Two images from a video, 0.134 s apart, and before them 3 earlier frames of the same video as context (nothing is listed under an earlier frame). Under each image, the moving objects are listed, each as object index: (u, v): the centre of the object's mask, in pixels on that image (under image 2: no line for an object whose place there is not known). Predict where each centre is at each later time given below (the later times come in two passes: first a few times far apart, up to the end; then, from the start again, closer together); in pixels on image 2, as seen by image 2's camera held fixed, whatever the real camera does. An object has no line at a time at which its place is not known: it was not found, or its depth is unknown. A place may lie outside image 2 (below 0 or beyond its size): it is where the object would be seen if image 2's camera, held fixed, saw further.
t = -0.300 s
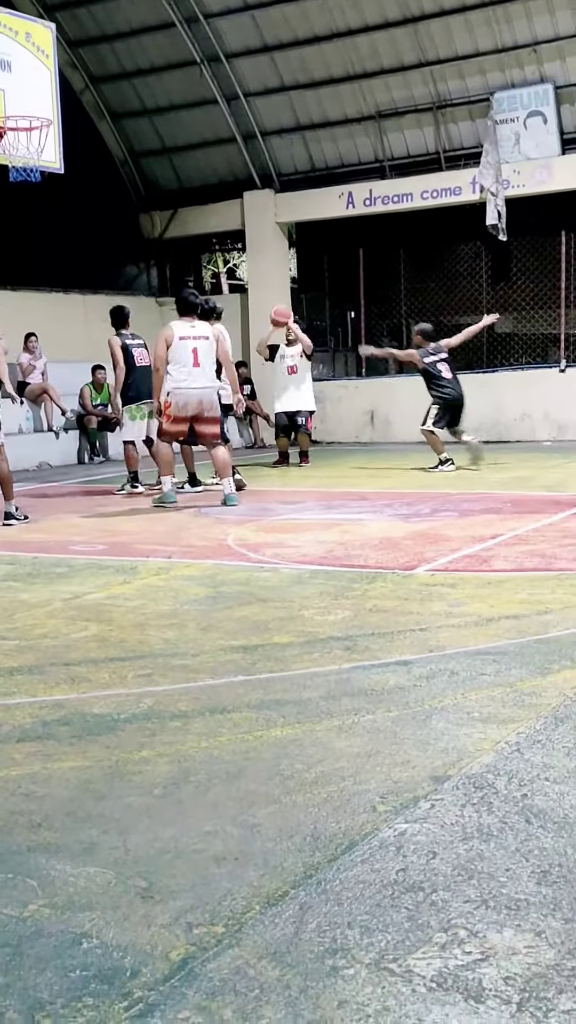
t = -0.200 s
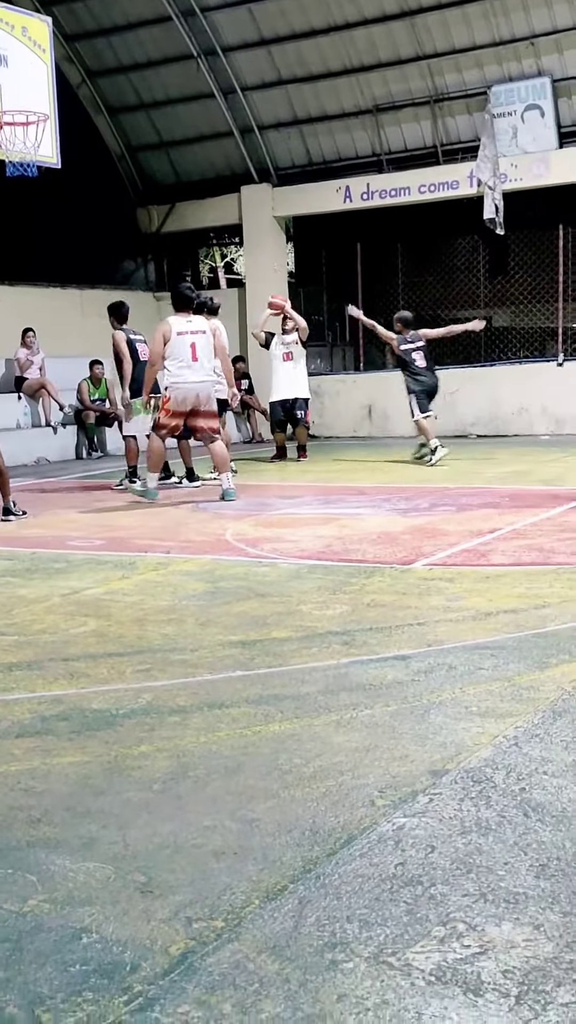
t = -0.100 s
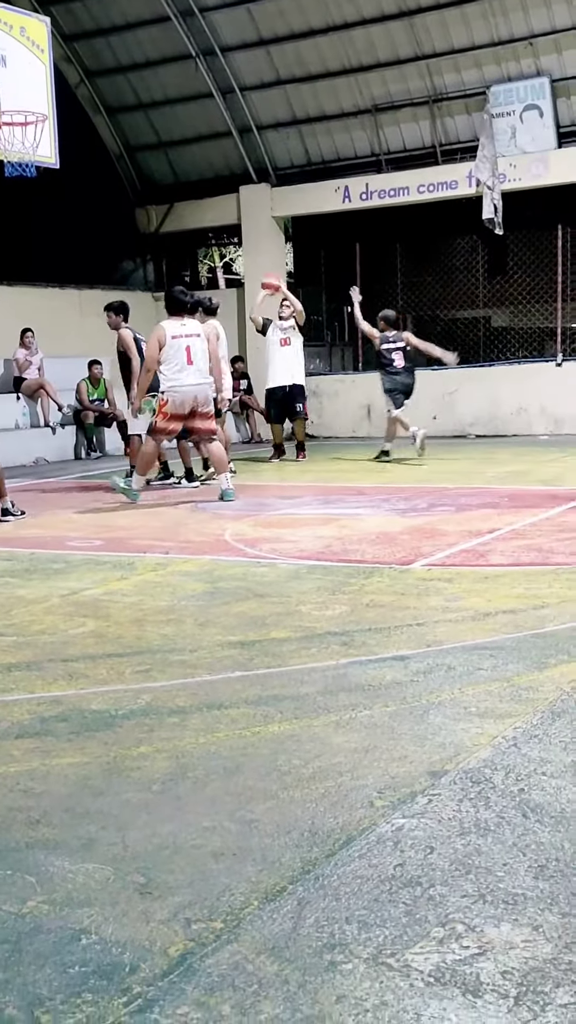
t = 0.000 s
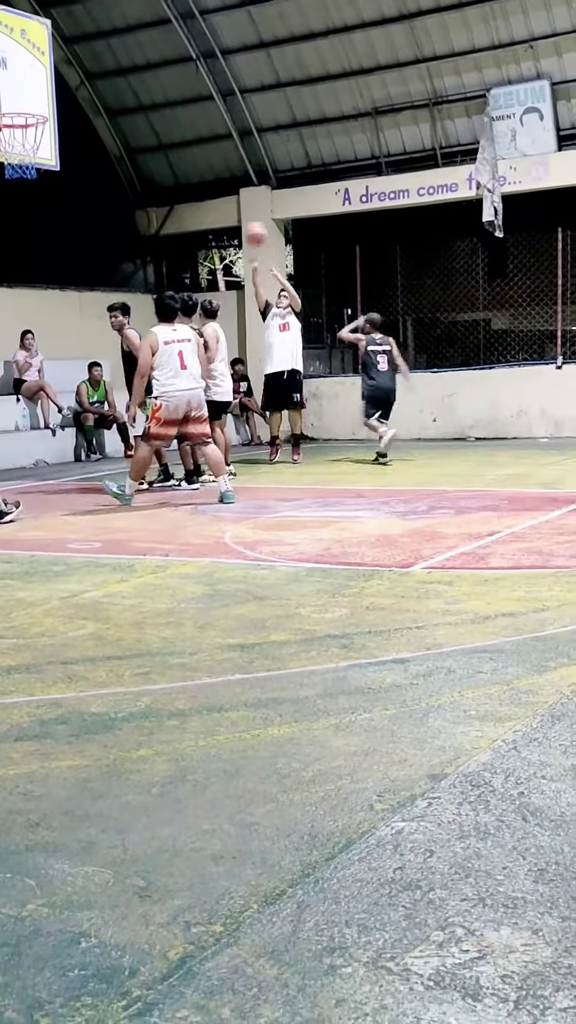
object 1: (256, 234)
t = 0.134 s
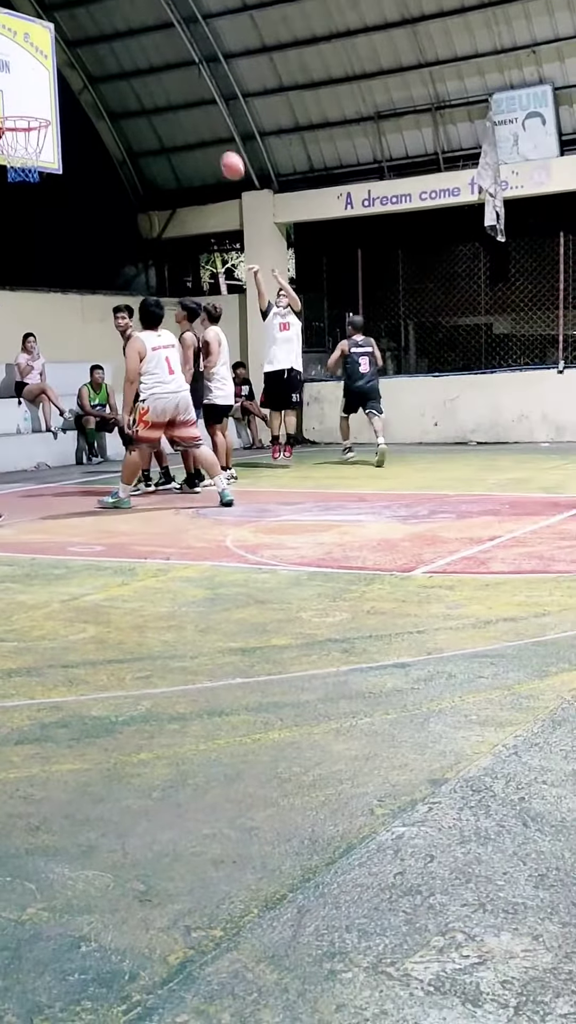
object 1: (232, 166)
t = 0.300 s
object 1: (198, 94)
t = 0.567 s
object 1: (139, 32)
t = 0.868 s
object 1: (68, 56)
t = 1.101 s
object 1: (13, 147)
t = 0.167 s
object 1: (226, 150)
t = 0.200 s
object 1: (219, 136)
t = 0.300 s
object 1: (198, 94)
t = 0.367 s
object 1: (183, 73)
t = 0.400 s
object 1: (176, 62)
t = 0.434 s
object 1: (168, 54)
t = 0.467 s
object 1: (161, 48)
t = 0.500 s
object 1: (154, 41)
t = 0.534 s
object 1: (147, 36)
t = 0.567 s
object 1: (139, 32)
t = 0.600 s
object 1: (131, 30)
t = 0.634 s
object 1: (123, 28)
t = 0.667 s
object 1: (115, 27)
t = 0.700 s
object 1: (107, 29)
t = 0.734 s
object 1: (99, 31)
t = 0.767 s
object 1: (91, 36)
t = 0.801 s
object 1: (83, 41)
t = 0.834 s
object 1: (74, 48)
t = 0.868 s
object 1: (68, 56)
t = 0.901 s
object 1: (60, 65)
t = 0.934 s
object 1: (53, 77)
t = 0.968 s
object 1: (44, 91)
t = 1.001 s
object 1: (34, 105)
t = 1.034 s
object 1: (26, 120)
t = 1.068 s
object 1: (19, 135)
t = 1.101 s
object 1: (13, 147)
